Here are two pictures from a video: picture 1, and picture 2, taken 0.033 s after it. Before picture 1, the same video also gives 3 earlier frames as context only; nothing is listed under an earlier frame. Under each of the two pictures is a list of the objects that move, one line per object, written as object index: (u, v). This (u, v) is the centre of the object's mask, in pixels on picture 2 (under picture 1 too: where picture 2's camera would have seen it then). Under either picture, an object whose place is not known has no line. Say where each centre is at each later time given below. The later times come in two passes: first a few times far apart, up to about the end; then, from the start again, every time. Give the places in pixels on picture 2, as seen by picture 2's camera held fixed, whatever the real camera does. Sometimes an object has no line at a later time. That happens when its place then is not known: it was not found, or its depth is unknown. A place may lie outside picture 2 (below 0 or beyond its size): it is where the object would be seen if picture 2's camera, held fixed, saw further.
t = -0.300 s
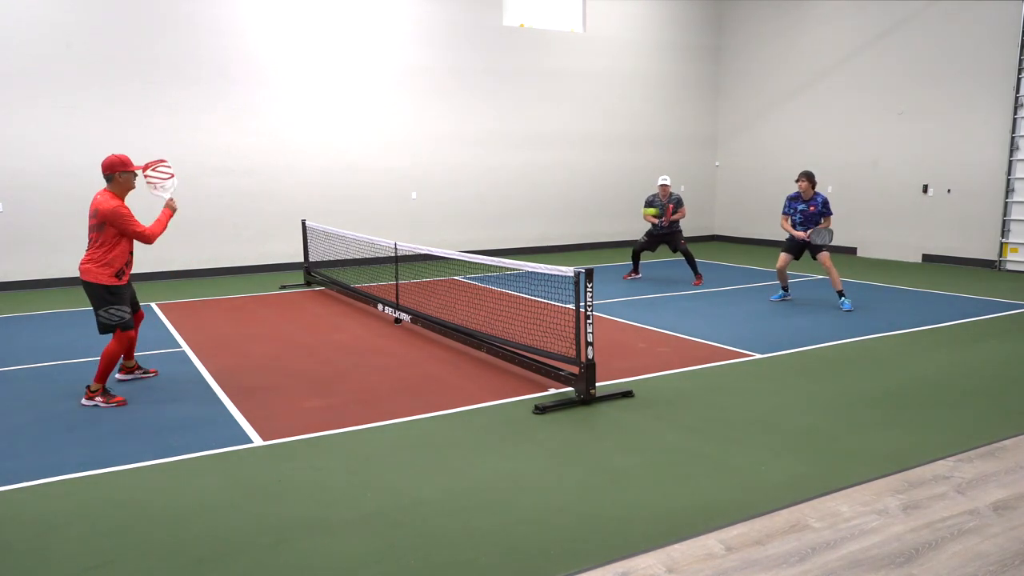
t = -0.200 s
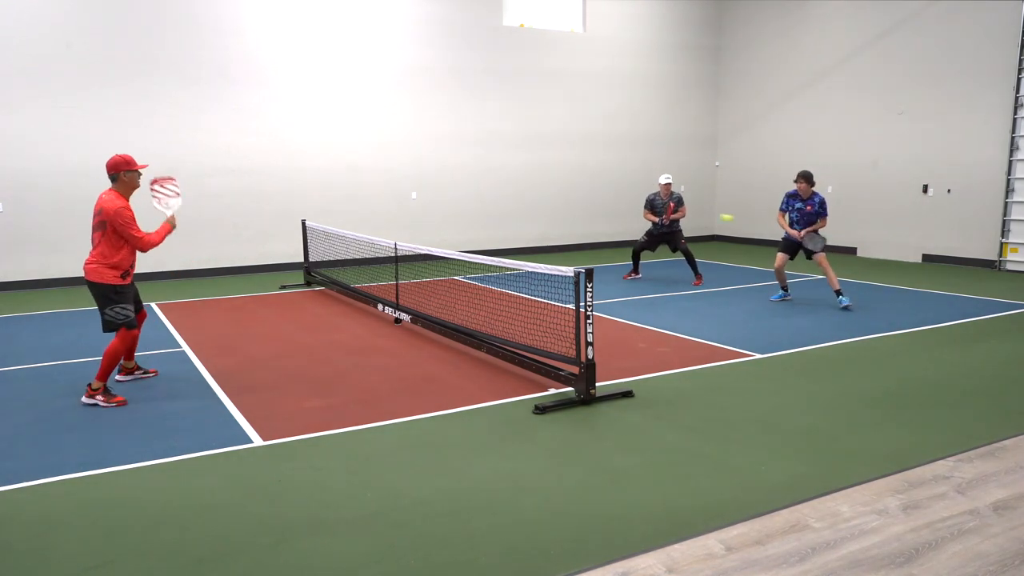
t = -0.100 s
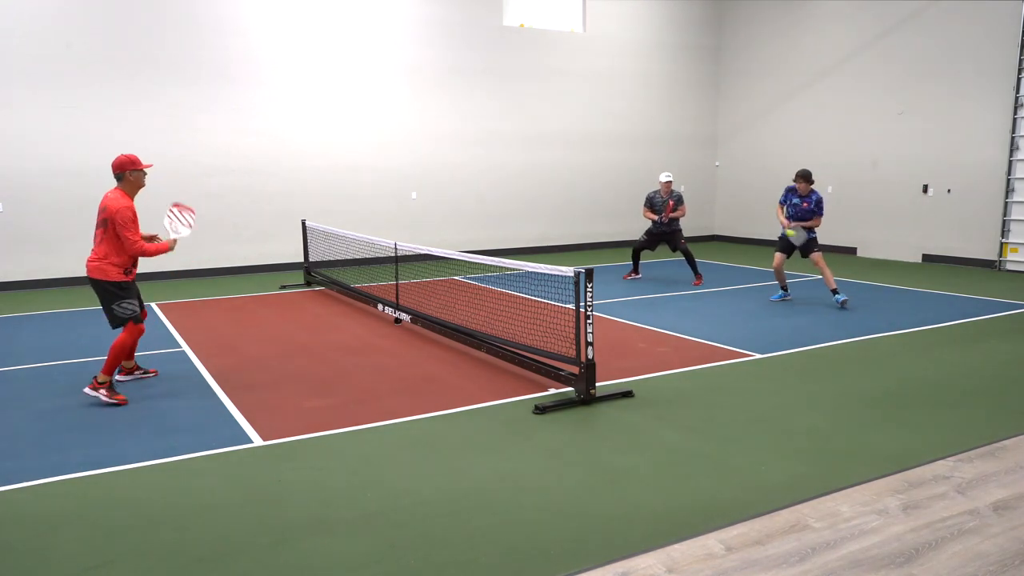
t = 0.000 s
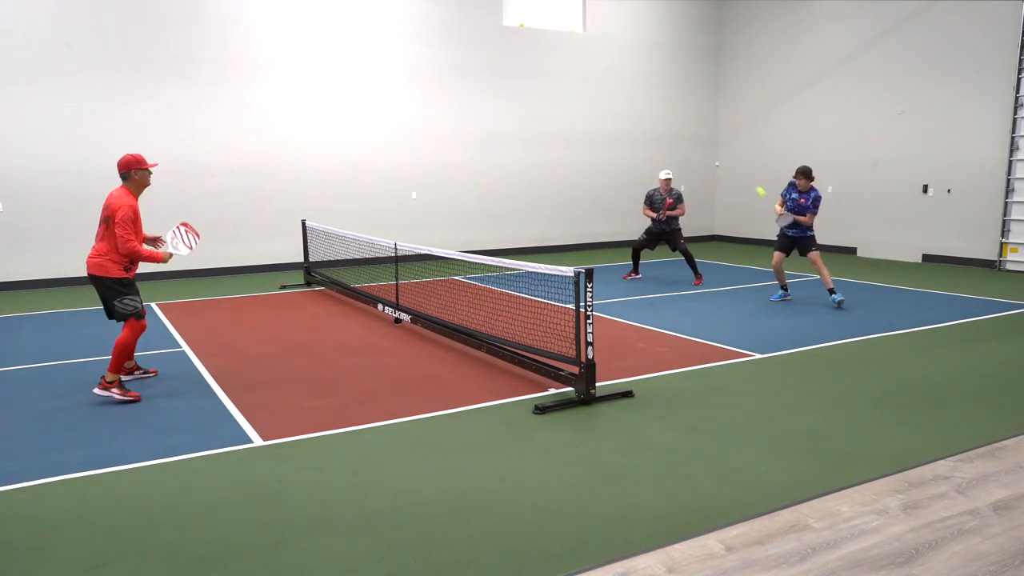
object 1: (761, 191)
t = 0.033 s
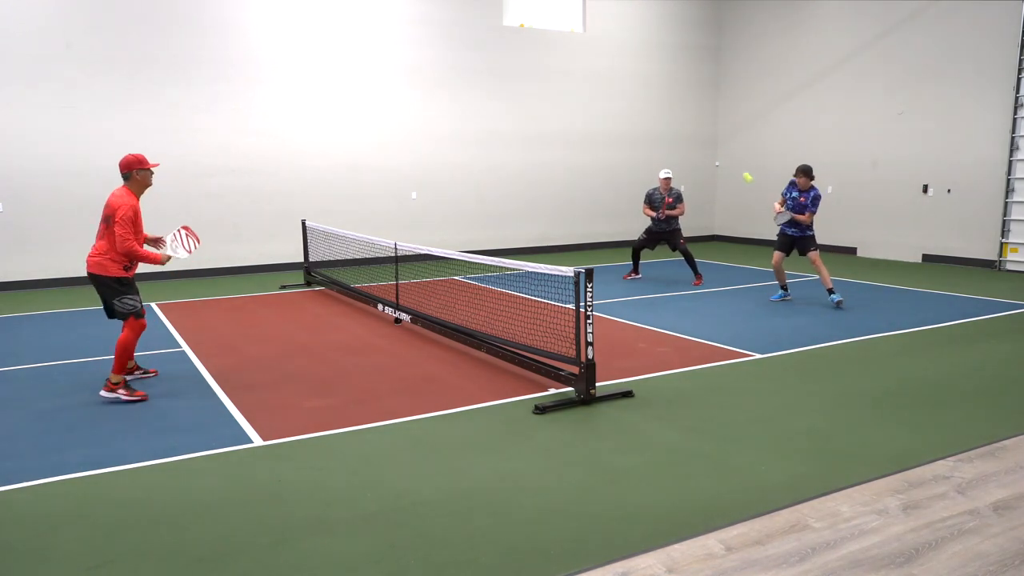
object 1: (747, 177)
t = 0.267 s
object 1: (646, 92)
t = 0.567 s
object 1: (495, 51)
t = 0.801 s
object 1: (361, 88)
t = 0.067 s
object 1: (734, 162)
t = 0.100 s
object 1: (720, 149)
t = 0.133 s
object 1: (705, 136)
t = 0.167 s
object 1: (691, 123)
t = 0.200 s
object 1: (676, 112)
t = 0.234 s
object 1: (661, 102)
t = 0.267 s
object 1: (646, 92)
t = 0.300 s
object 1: (630, 83)
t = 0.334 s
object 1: (615, 76)
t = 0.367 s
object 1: (598, 69)
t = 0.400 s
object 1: (582, 63)
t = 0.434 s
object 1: (566, 58)
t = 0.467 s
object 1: (548, 55)
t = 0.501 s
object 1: (531, 52)
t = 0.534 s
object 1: (514, 51)
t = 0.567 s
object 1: (495, 51)
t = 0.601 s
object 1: (477, 52)
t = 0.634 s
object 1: (458, 54)
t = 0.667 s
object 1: (440, 58)
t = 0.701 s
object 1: (420, 64)
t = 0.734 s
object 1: (400, 70)
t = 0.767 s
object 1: (381, 79)
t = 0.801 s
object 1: (361, 88)
